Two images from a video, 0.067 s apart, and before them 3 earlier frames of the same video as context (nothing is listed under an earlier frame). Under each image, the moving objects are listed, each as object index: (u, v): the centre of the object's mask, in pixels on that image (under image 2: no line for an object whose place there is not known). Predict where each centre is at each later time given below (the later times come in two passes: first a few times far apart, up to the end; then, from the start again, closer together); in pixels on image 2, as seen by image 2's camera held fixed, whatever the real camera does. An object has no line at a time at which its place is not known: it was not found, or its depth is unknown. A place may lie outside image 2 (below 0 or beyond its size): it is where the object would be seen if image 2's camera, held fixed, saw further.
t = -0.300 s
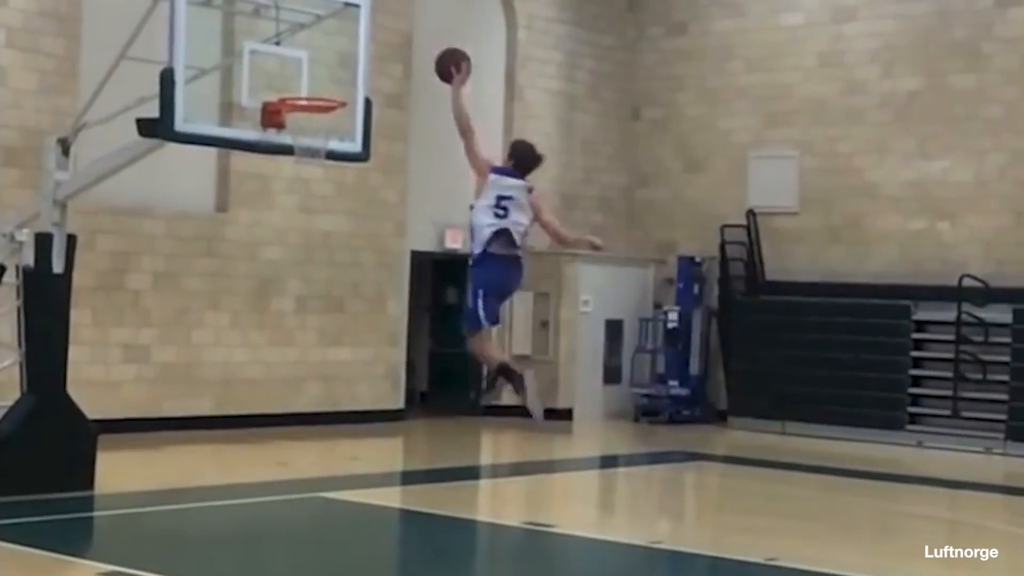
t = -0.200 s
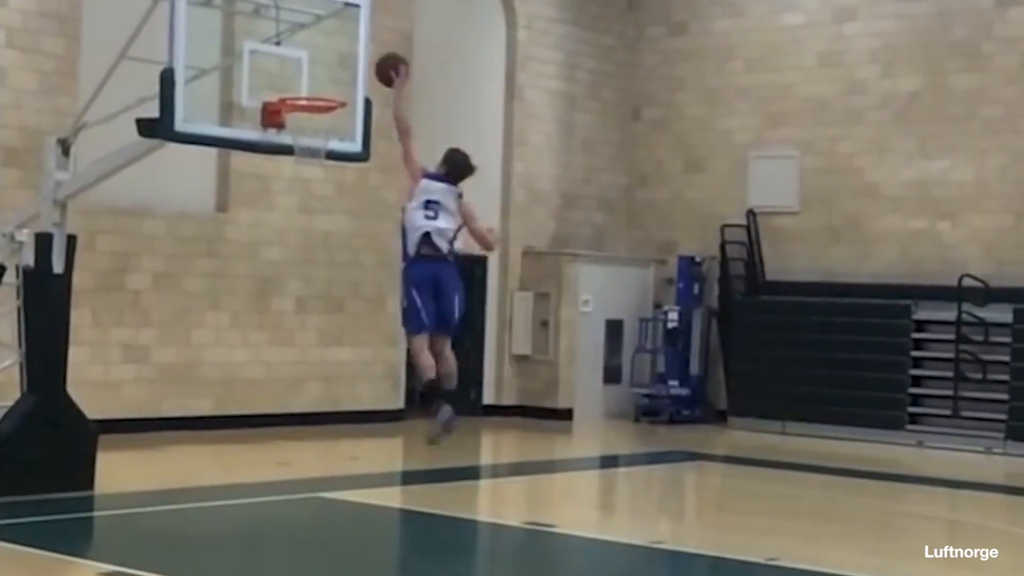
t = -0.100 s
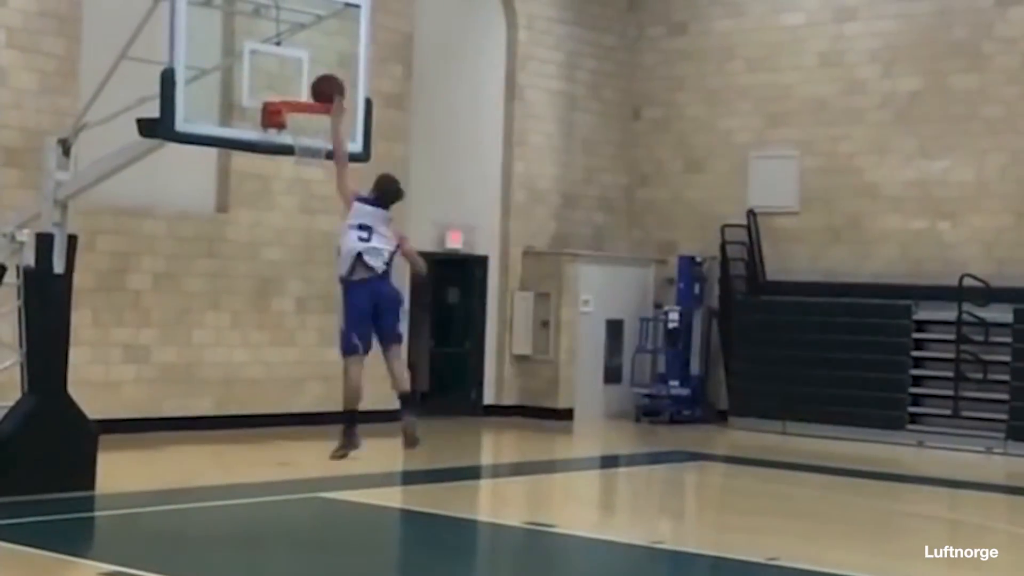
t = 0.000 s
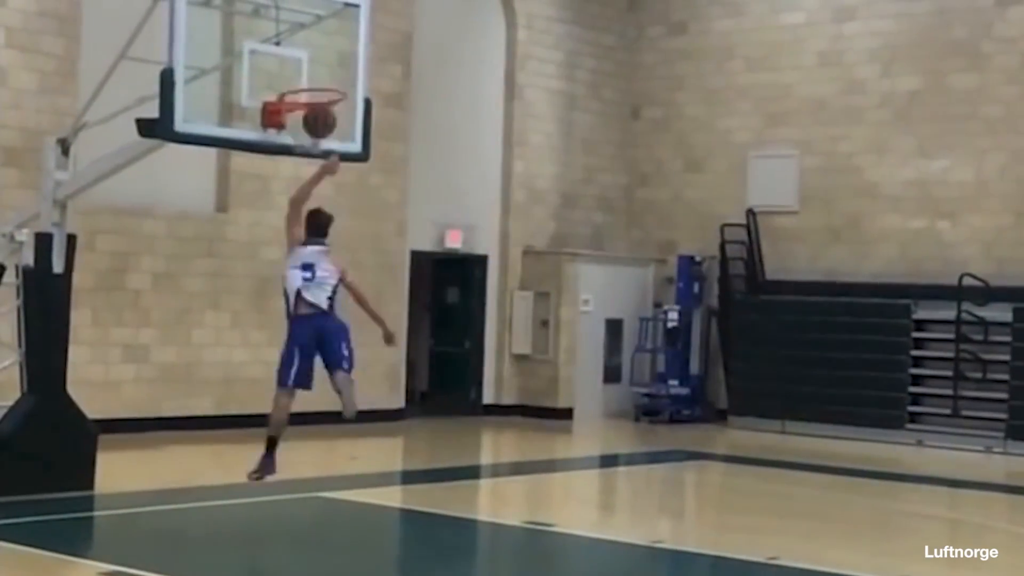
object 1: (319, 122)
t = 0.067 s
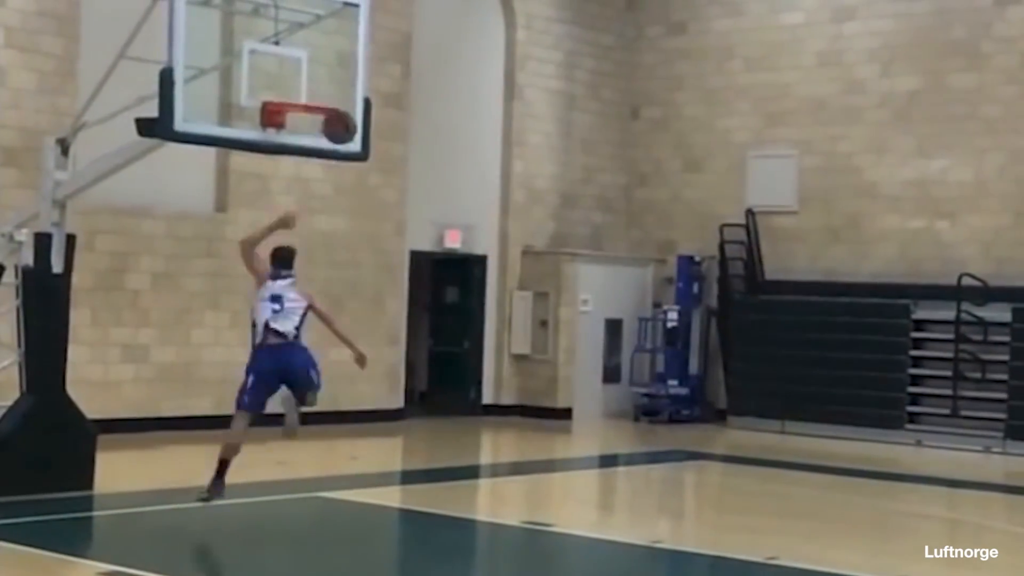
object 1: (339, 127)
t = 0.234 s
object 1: (321, 137)
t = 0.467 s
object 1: (292, 249)
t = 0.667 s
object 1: (265, 398)
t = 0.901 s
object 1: (247, 452)
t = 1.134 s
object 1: (244, 367)
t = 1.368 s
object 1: (238, 356)
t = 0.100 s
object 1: (337, 123)
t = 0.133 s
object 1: (332, 120)
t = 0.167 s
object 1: (329, 118)
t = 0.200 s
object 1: (325, 127)
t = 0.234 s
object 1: (321, 137)
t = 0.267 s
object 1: (317, 150)
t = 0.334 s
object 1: (308, 177)
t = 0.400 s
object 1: (300, 210)
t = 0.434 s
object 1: (296, 229)
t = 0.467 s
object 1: (292, 249)
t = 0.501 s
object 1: (287, 271)
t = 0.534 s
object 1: (283, 293)
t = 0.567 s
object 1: (279, 318)
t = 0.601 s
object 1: (274, 343)
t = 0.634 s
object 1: (270, 370)
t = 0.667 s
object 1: (265, 398)
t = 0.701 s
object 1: (260, 429)
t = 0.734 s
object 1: (256, 460)
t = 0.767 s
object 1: (252, 491)
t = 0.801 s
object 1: (248, 511)
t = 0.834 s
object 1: (248, 489)
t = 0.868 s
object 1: (248, 470)
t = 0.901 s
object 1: (247, 452)
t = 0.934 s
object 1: (247, 435)
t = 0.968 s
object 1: (247, 420)
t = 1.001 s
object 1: (247, 406)
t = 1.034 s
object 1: (246, 394)
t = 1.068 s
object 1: (245, 383)
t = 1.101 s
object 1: (245, 374)
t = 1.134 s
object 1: (244, 367)
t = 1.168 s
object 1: (244, 361)
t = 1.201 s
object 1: (243, 357)
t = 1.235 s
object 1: (242, 354)
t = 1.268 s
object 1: (242, 352)
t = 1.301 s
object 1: (241, 352)
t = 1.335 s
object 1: (240, 353)
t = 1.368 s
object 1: (238, 356)
